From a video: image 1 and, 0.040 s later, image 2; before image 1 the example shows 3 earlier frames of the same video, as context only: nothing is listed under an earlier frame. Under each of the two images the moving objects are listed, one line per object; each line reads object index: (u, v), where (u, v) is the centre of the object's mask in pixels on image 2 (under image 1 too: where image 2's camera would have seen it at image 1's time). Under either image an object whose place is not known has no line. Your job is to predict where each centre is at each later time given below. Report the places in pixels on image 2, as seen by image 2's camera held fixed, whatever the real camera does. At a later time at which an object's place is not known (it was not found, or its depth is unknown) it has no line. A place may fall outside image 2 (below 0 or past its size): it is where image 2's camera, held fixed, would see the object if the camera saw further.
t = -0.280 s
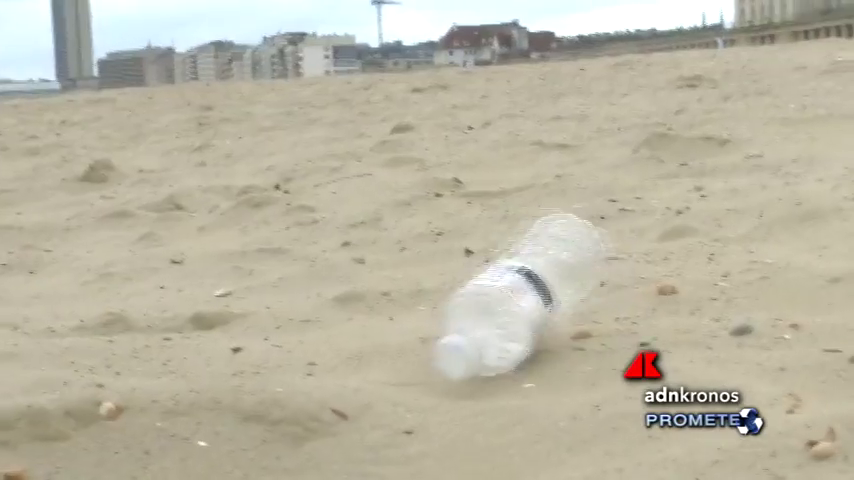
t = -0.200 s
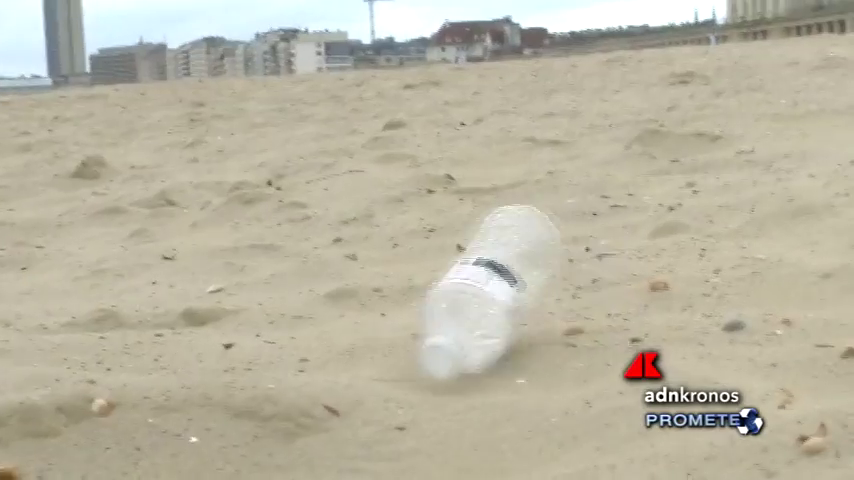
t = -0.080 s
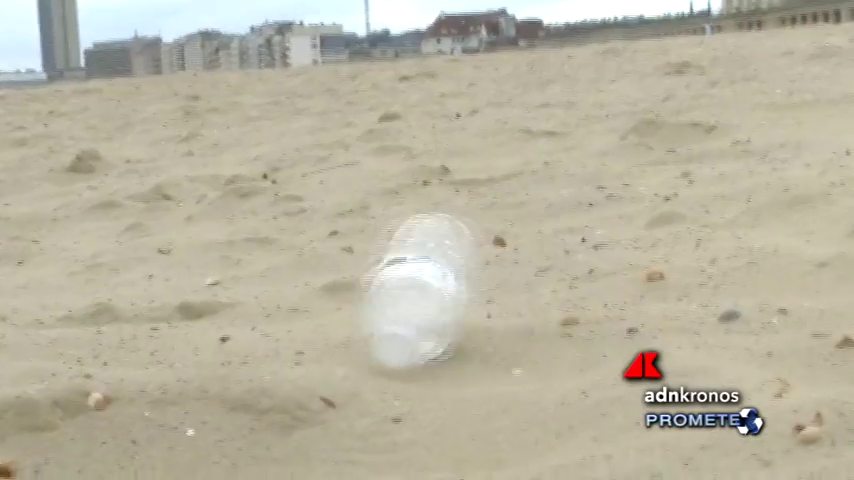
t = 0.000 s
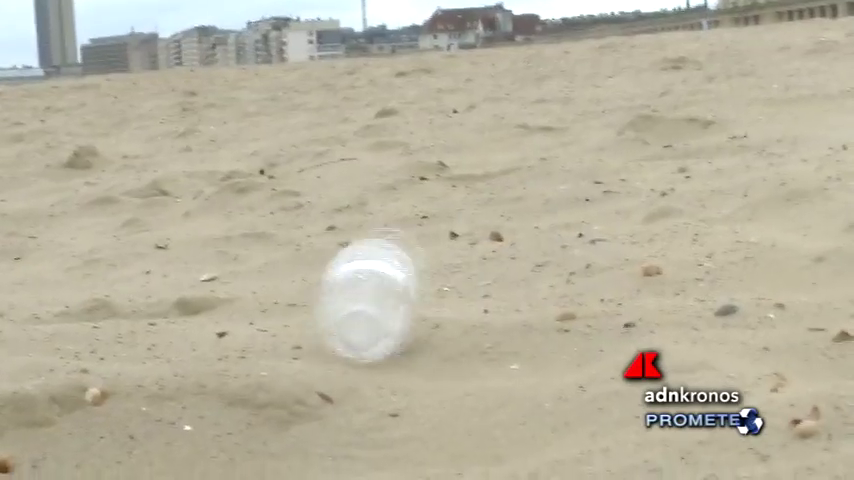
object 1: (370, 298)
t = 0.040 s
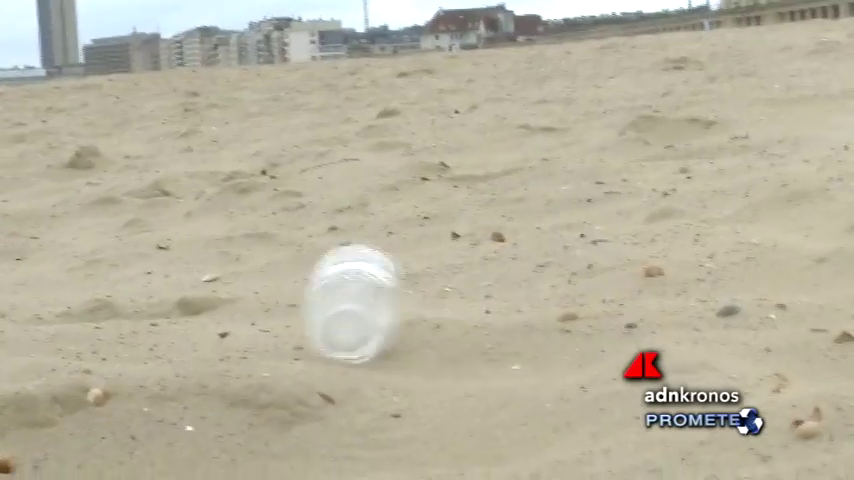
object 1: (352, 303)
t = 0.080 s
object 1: (333, 304)
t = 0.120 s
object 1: (315, 305)
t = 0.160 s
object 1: (297, 304)
